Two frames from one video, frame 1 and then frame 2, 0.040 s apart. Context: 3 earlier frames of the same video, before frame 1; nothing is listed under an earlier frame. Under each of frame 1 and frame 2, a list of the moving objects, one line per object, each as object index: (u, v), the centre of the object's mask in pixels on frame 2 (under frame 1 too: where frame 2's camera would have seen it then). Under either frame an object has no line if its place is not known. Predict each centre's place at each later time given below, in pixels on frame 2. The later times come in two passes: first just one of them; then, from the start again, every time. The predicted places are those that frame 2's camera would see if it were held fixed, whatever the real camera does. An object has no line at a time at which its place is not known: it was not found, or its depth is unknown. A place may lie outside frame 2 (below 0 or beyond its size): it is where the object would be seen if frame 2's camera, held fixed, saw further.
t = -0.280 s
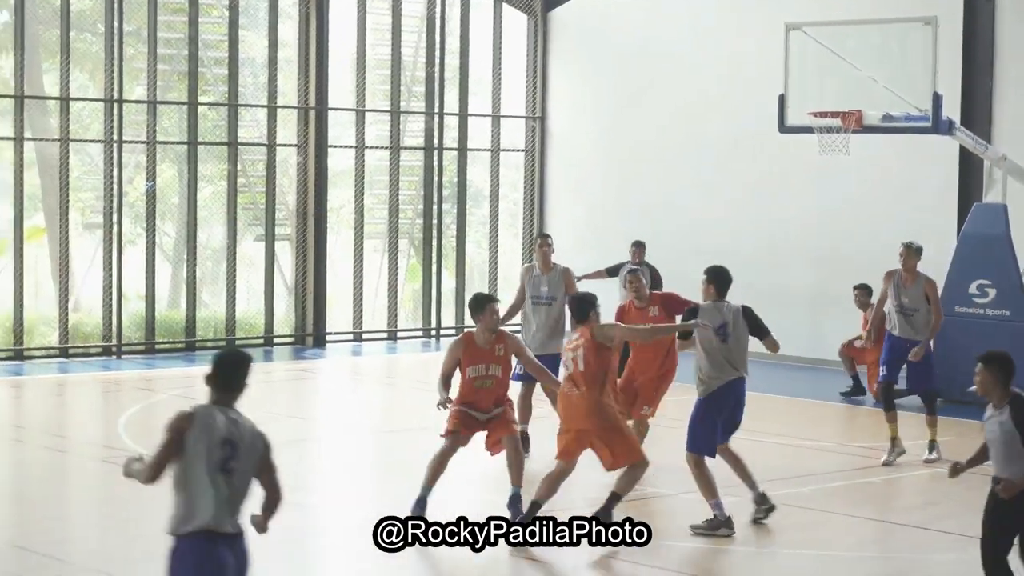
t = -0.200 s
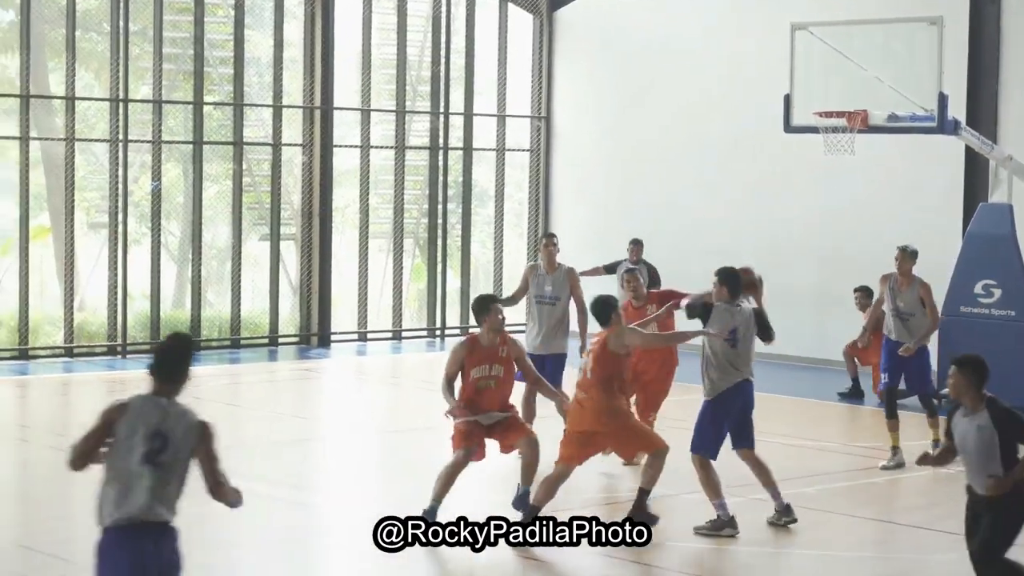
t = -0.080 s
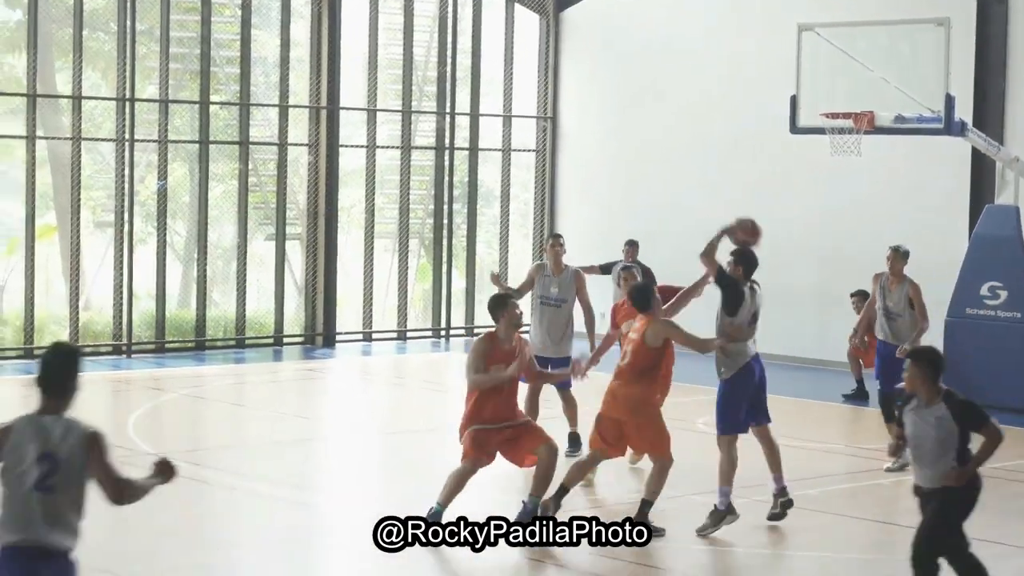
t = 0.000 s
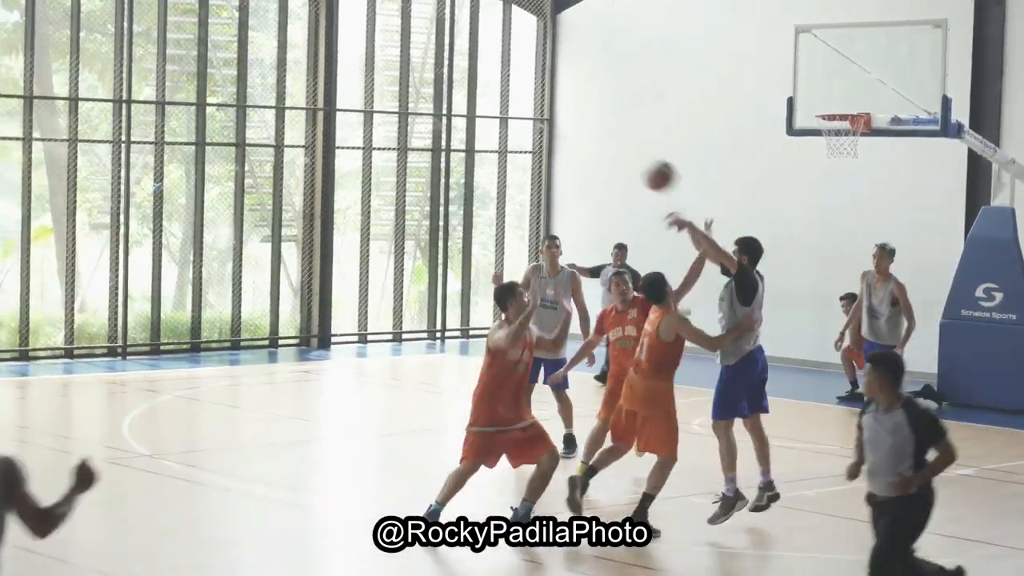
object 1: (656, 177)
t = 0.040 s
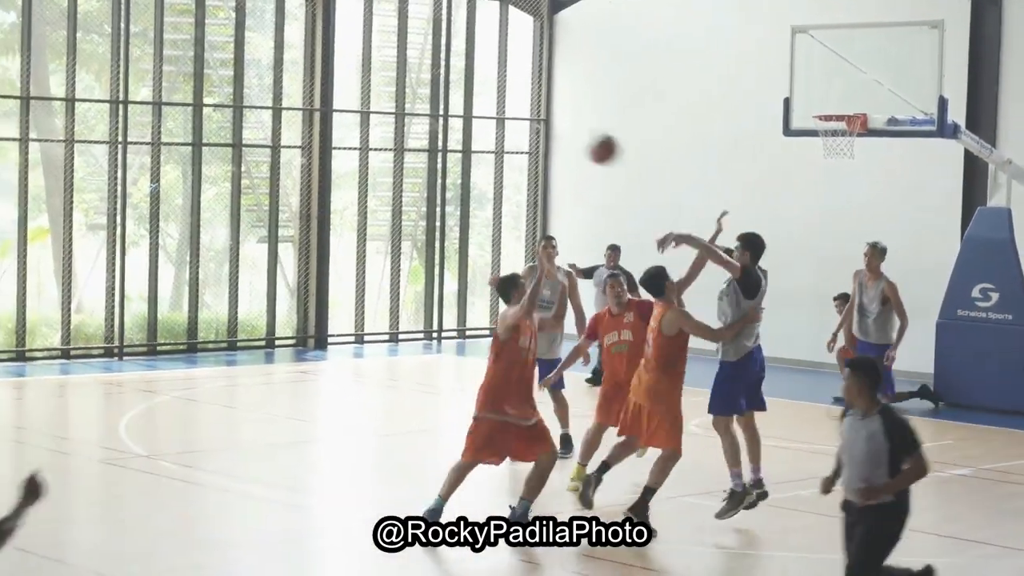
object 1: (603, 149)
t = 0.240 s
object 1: (331, 45)
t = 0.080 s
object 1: (550, 124)
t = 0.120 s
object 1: (497, 102)
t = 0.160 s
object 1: (443, 80)
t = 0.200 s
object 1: (390, 62)
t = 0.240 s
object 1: (331, 45)
